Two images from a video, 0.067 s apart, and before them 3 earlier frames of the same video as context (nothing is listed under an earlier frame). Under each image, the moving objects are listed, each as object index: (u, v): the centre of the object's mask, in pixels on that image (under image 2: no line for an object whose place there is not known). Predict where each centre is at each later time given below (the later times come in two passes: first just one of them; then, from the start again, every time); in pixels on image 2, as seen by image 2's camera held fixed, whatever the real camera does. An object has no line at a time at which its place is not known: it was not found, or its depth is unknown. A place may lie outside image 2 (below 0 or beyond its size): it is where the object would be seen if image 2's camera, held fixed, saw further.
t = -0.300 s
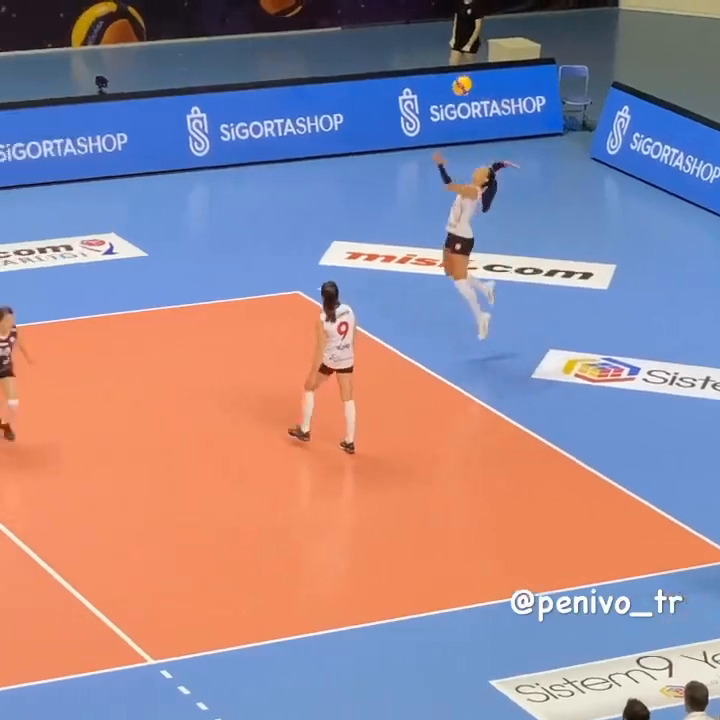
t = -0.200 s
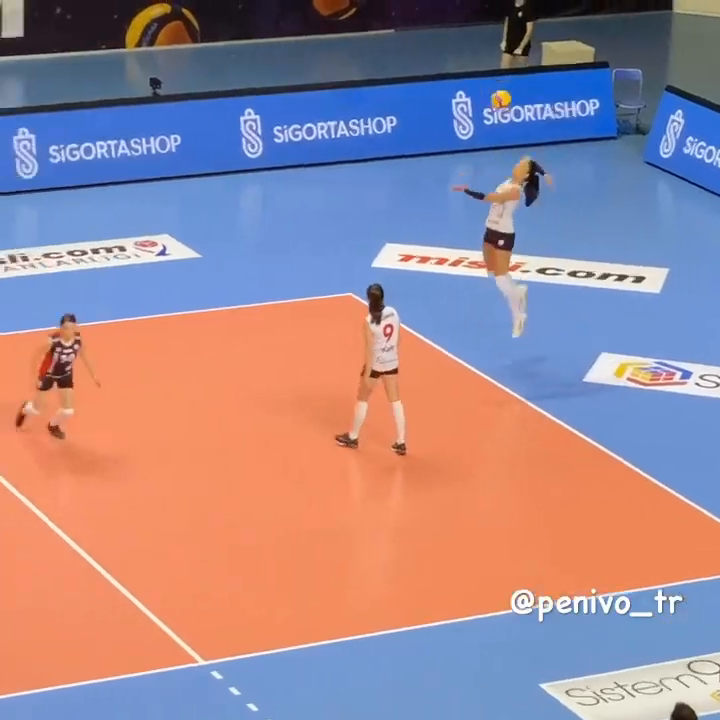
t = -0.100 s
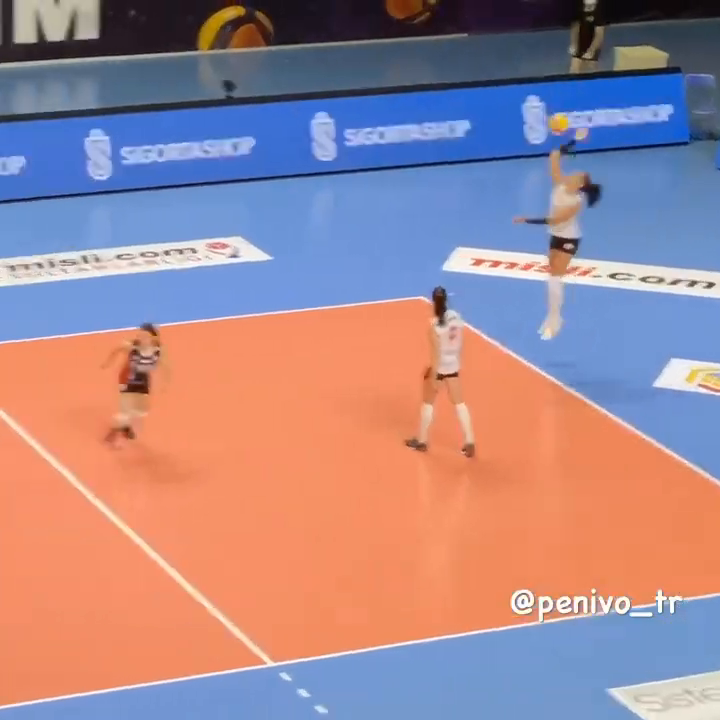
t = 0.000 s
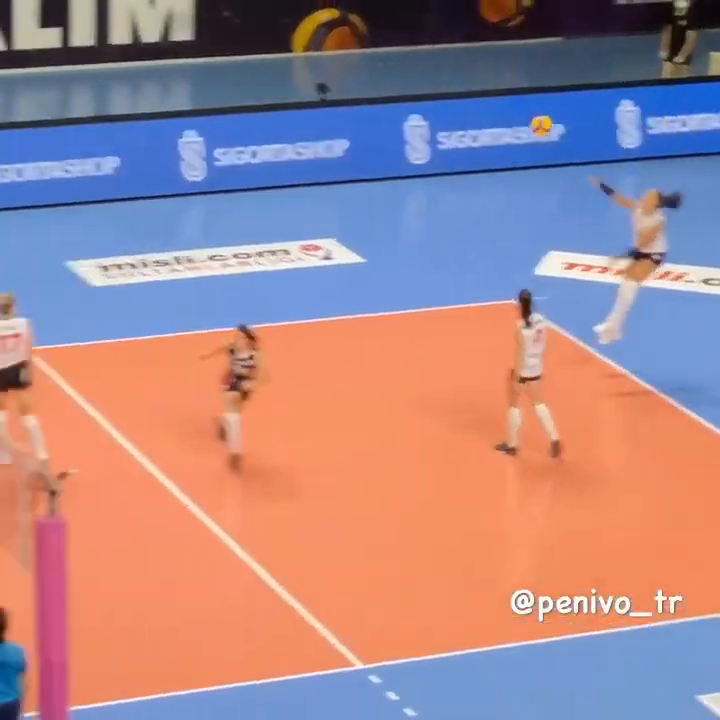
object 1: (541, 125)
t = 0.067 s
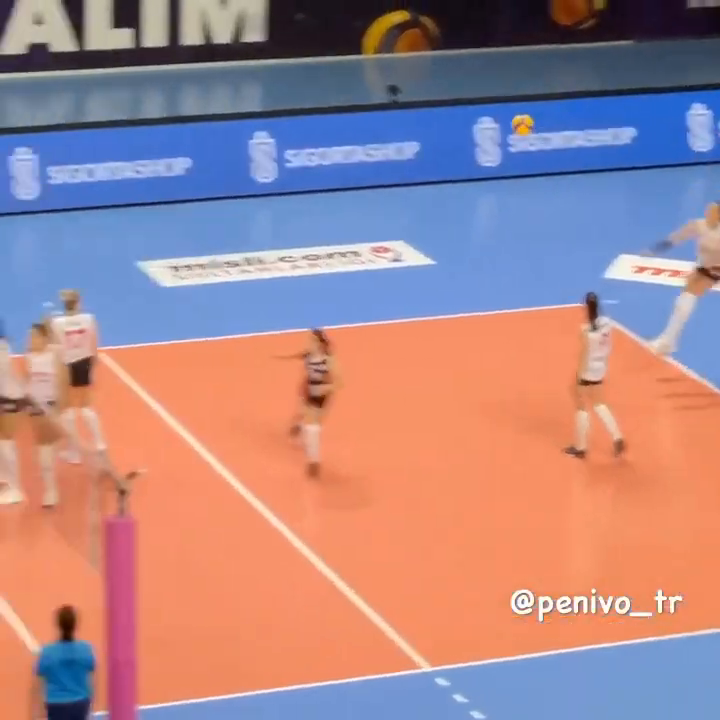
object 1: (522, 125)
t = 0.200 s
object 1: (339, 126)
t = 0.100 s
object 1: (477, 124)
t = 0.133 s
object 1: (431, 124)
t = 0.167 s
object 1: (385, 125)
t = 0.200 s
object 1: (339, 126)
